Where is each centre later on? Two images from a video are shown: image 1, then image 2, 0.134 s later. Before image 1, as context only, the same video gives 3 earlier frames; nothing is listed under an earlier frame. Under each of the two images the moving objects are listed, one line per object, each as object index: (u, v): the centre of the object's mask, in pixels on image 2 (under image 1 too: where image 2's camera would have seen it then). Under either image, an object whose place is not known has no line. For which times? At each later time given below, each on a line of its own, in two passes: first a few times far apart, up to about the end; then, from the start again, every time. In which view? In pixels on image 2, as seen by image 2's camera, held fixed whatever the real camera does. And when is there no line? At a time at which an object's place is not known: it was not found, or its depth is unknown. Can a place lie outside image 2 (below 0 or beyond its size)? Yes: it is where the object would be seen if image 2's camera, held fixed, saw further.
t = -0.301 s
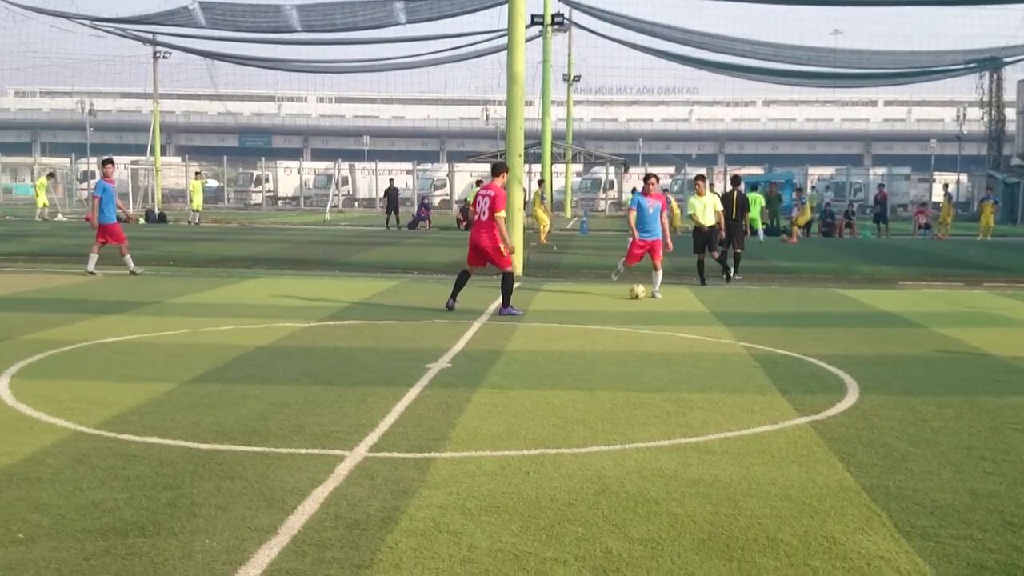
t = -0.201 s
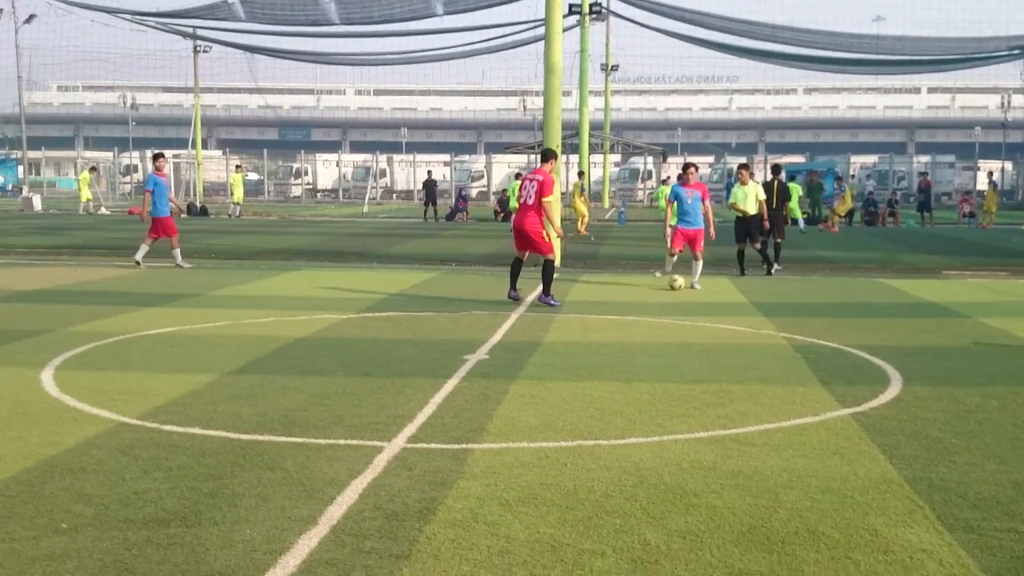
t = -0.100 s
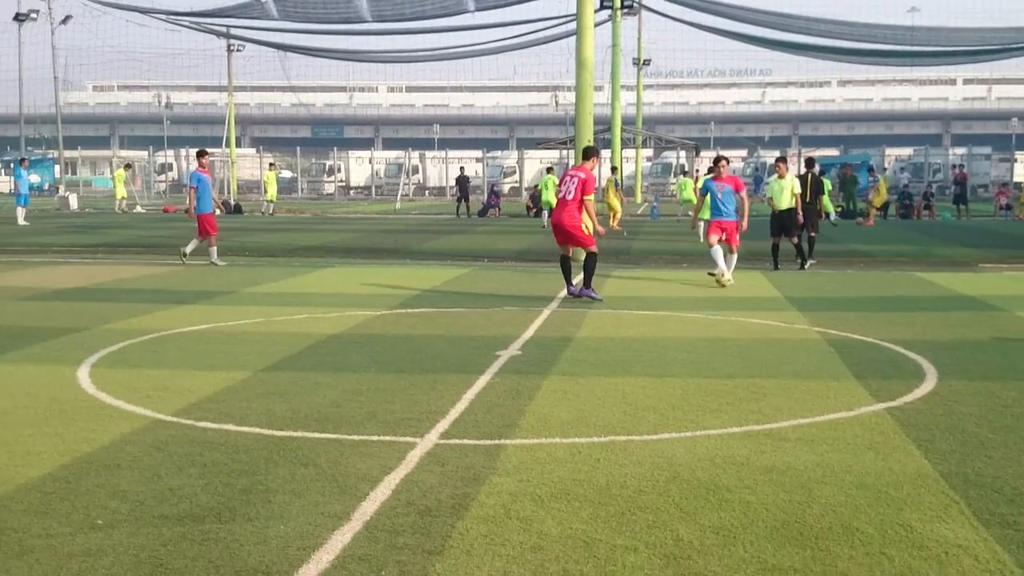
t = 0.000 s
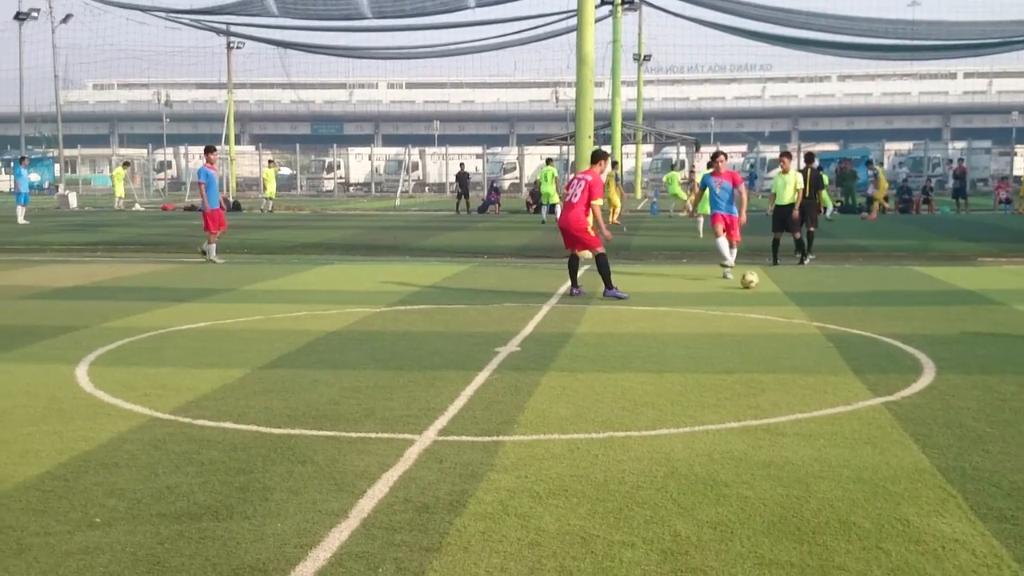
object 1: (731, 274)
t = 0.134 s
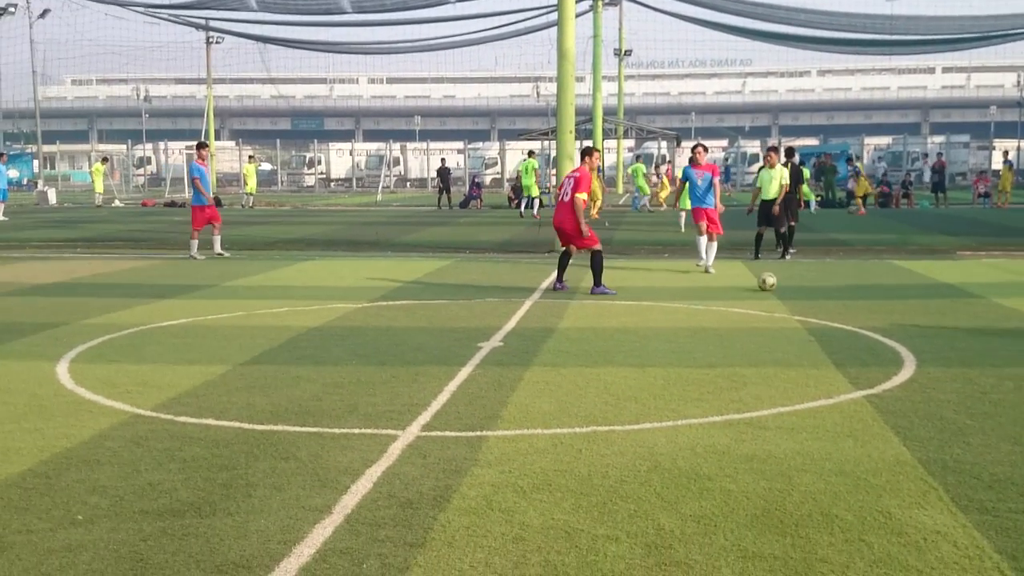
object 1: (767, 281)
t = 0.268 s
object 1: (803, 288)
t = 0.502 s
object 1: (868, 302)
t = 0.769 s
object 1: (959, 320)
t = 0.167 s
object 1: (777, 284)
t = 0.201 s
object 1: (785, 286)
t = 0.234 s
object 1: (795, 287)
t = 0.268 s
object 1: (803, 288)
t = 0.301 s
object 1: (812, 290)
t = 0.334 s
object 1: (822, 293)
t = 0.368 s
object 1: (831, 294)
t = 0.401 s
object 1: (839, 296)
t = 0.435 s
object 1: (849, 298)
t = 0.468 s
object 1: (858, 300)
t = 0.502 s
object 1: (868, 302)
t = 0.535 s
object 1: (879, 305)
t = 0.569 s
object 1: (889, 306)
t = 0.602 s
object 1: (900, 309)
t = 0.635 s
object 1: (911, 311)
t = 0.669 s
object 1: (922, 313)
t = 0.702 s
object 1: (934, 316)
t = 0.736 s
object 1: (947, 318)
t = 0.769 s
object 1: (959, 320)
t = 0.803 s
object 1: (972, 324)
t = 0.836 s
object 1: (985, 327)
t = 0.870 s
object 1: (996, 330)
